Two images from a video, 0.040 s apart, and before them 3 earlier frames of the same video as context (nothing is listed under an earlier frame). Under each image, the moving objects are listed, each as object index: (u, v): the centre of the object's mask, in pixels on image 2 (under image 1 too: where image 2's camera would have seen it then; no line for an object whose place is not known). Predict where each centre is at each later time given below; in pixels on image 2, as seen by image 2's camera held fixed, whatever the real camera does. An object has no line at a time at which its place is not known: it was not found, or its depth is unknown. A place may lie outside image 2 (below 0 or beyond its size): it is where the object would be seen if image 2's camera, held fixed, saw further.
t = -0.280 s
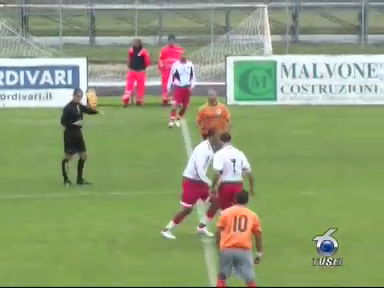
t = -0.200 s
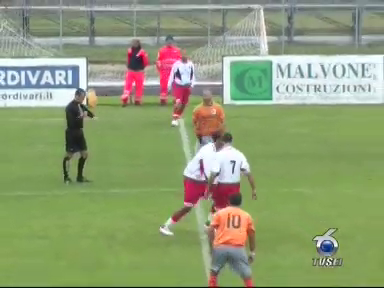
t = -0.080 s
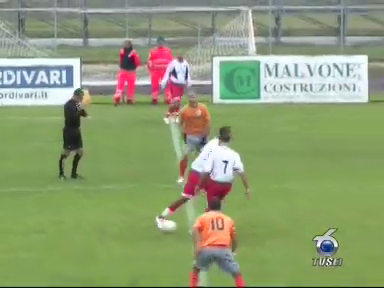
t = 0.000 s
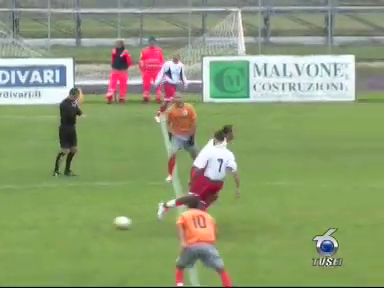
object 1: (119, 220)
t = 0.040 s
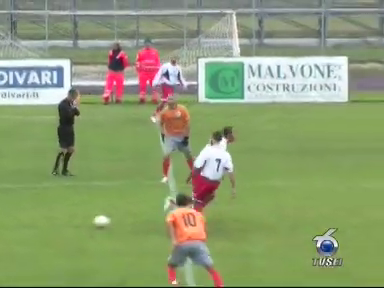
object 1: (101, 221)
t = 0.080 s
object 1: (84, 220)
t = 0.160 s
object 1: (50, 222)
